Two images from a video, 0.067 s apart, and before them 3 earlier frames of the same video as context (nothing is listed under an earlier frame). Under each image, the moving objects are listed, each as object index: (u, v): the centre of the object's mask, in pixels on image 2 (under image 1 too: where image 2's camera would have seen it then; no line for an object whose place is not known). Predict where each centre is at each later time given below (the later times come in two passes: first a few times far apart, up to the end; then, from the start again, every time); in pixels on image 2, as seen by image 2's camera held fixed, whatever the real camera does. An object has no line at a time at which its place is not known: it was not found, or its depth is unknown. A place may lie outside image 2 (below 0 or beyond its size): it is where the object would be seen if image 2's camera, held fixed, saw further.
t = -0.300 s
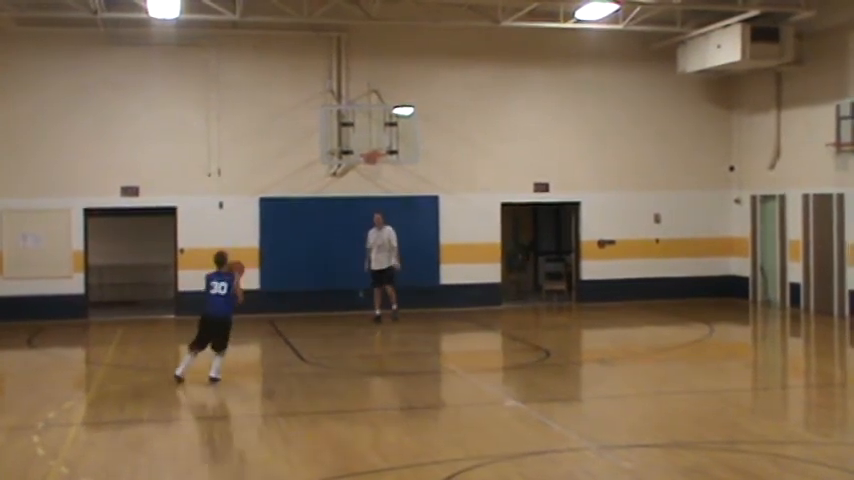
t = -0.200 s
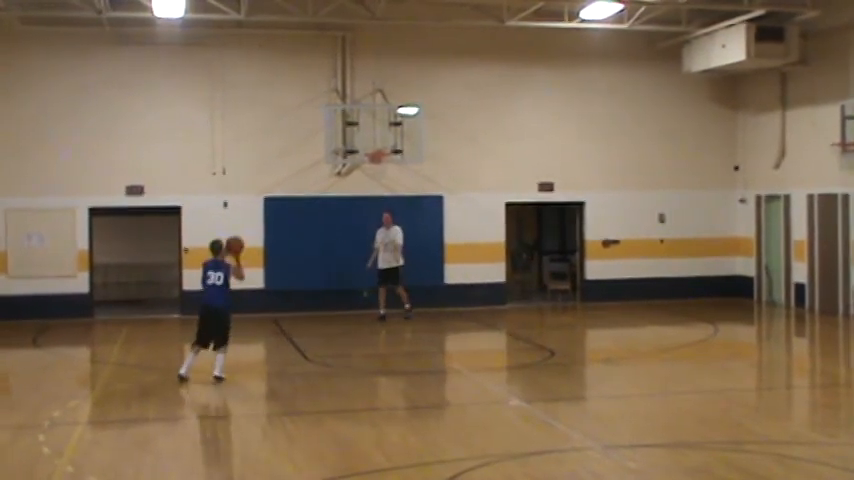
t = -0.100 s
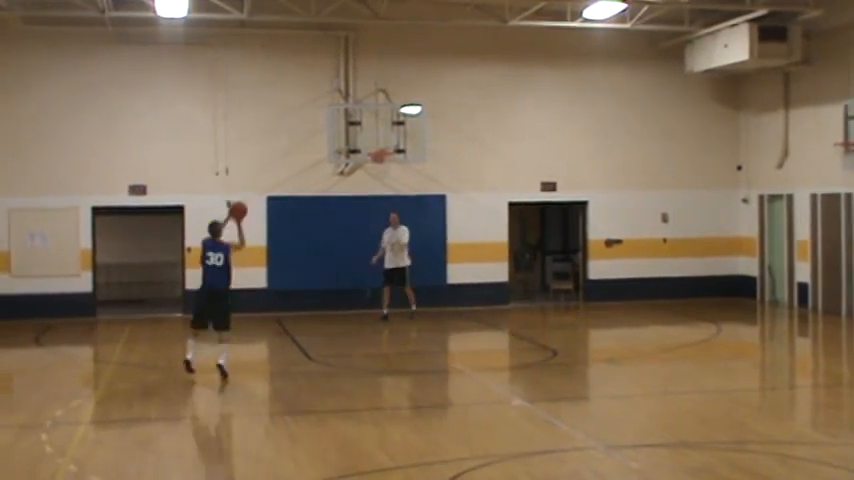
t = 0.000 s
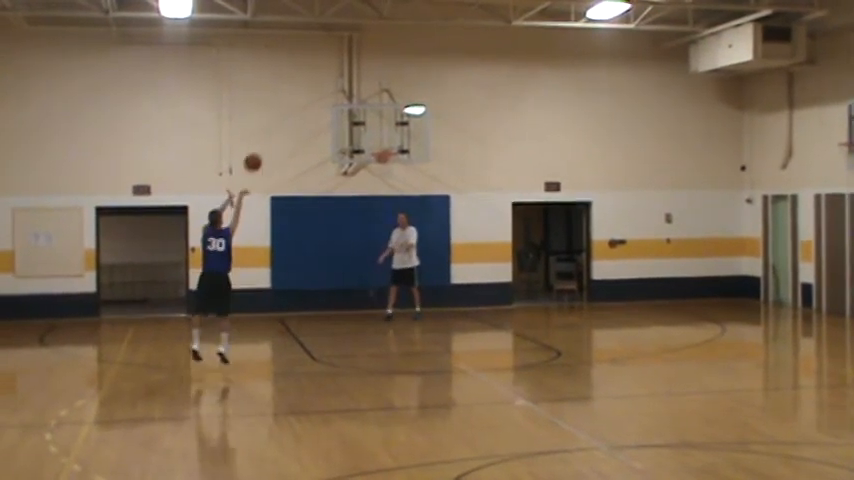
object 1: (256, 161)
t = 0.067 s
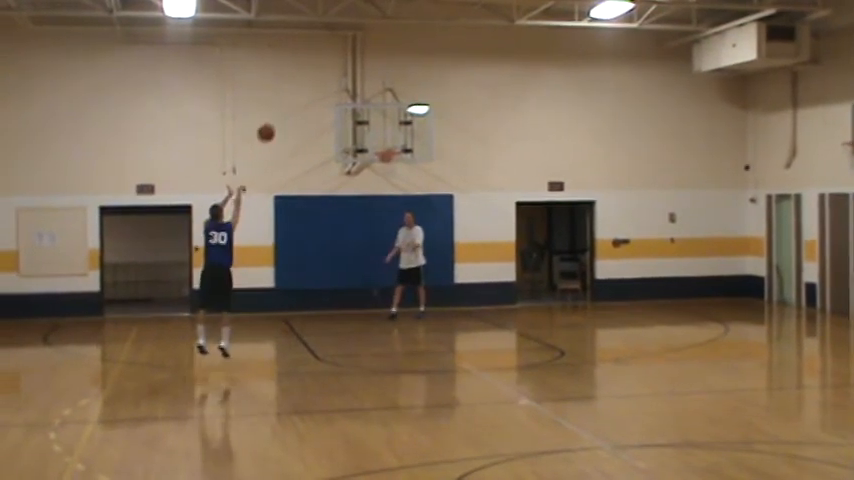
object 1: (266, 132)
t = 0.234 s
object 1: (288, 79)
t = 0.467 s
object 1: (316, 45)
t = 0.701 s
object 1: (341, 47)
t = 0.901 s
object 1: (360, 74)
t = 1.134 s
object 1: (379, 129)
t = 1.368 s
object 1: (389, 130)
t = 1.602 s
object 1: (396, 134)
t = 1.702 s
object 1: (399, 144)
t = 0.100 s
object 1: (270, 120)
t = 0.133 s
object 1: (275, 108)
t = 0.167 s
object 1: (279, 97)
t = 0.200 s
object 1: (284, 88)
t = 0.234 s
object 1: (288, 79)
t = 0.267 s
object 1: (292, 71)
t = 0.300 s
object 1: (296, 64)
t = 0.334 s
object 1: (300, 59)
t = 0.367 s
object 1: (304, 54)
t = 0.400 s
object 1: (308, 49)
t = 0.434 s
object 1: (312, 46)
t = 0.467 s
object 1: (316, 45)
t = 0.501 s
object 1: (319, 42)
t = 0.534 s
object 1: (324, 41)
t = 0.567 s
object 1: (327, 41)
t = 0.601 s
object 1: (330, 41)
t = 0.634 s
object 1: (334, 42)
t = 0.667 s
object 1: (338, 44)
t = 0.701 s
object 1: (341, 47)
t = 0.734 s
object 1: (344, 50)
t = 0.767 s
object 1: (348, 54)
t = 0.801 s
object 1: (351, 58)
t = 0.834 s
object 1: (354, 63)
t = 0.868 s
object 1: (357, 68)
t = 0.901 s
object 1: (360, 74)
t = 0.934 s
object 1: (363, 80)
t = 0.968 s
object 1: (366, 87)
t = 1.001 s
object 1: (369, 94)
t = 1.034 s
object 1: (371, 103)
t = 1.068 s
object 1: (374, 111)
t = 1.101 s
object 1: (377, 120)
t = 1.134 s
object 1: (379, 129)
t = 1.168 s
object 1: (382, 139)
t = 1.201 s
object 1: (384, 145)
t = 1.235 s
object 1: (385, 141)
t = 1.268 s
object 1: (386, 138)
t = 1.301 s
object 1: (387, 134)
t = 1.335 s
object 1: (388, 132)
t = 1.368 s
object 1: (389, 130)
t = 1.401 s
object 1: (390, 129)
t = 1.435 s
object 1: (391, 128)
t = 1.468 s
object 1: (392, 129)
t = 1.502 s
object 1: (393, 128)
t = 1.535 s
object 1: (394, 129)
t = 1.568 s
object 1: (395, 132)
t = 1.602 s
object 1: (396, 134)
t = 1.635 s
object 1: (397, 136)
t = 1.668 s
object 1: (398, 140)
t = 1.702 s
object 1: (399, 144)
